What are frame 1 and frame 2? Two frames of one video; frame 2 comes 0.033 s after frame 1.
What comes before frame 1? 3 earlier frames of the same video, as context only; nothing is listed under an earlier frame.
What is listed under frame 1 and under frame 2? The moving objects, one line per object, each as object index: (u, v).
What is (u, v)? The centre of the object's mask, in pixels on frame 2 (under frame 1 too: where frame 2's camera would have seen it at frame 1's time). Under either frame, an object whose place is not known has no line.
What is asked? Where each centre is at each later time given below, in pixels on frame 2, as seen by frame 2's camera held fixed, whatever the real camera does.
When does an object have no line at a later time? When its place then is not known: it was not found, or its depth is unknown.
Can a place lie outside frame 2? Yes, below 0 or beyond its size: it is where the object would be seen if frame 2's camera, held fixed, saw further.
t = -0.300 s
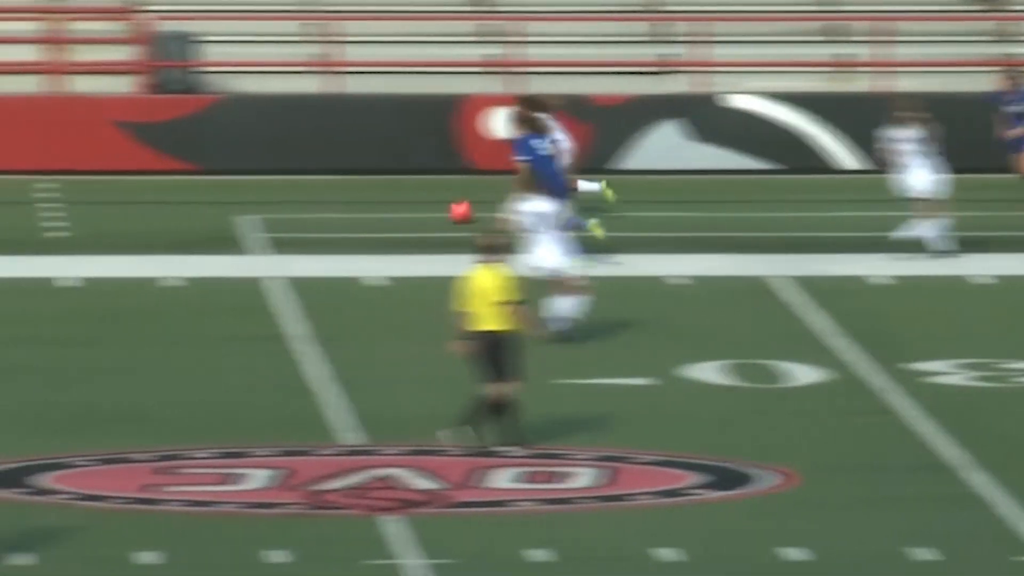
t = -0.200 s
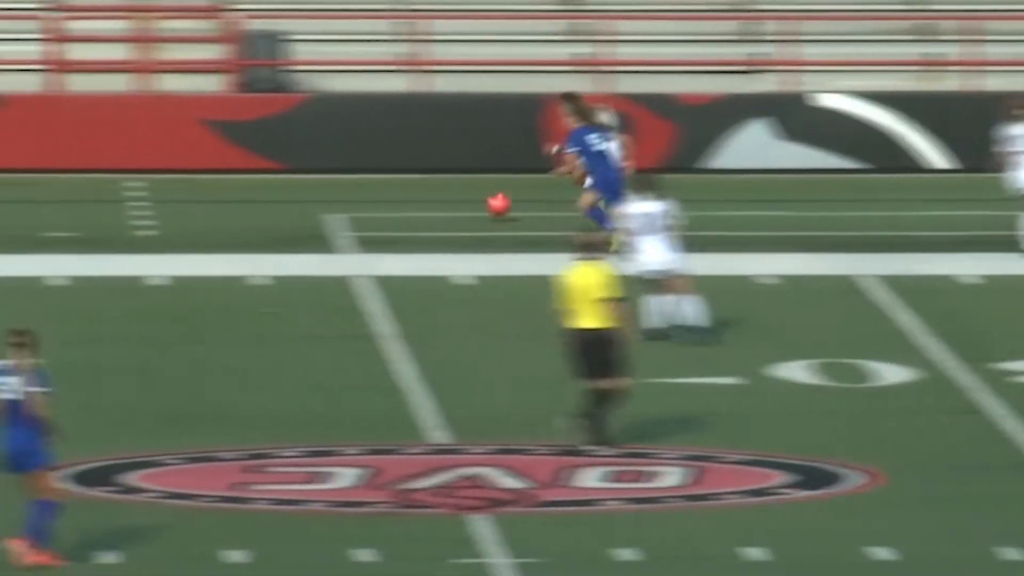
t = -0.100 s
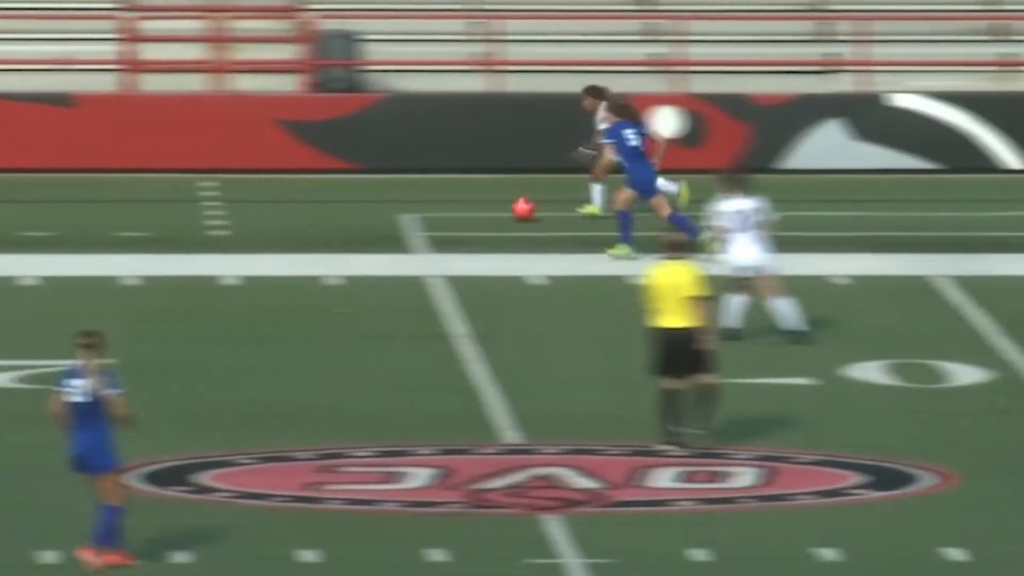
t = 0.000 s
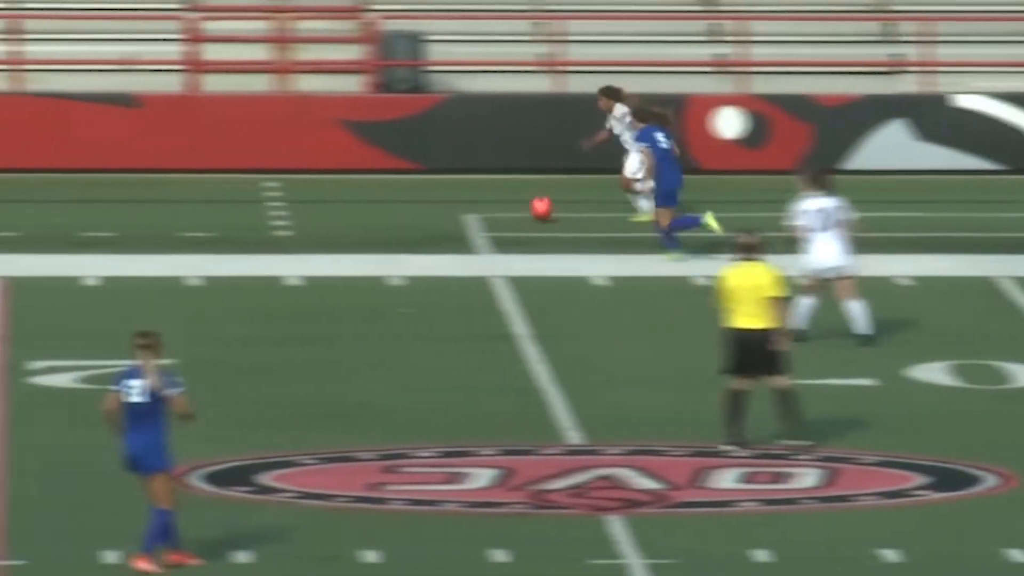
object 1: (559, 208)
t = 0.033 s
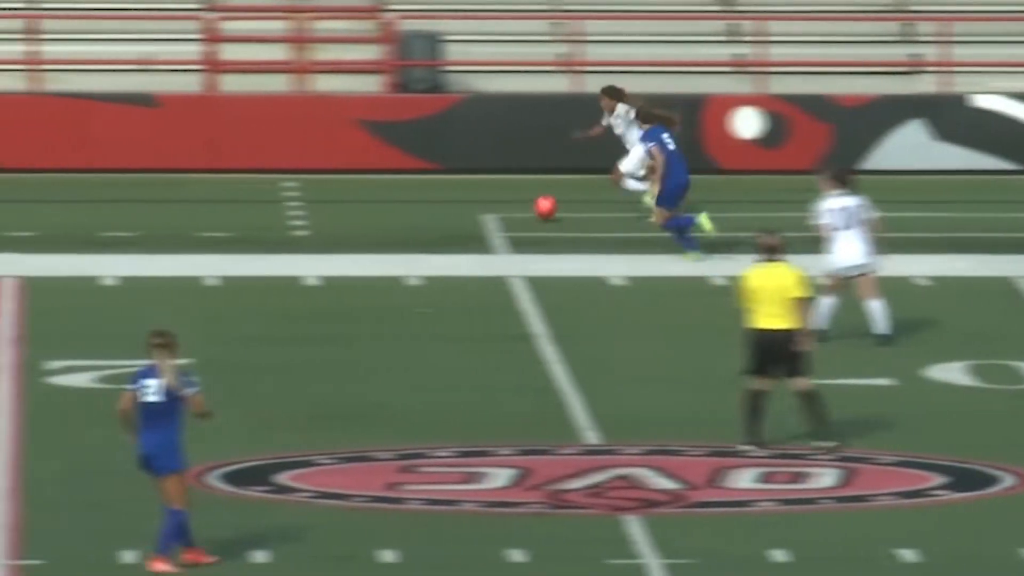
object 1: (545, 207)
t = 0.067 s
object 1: (531, 207)
